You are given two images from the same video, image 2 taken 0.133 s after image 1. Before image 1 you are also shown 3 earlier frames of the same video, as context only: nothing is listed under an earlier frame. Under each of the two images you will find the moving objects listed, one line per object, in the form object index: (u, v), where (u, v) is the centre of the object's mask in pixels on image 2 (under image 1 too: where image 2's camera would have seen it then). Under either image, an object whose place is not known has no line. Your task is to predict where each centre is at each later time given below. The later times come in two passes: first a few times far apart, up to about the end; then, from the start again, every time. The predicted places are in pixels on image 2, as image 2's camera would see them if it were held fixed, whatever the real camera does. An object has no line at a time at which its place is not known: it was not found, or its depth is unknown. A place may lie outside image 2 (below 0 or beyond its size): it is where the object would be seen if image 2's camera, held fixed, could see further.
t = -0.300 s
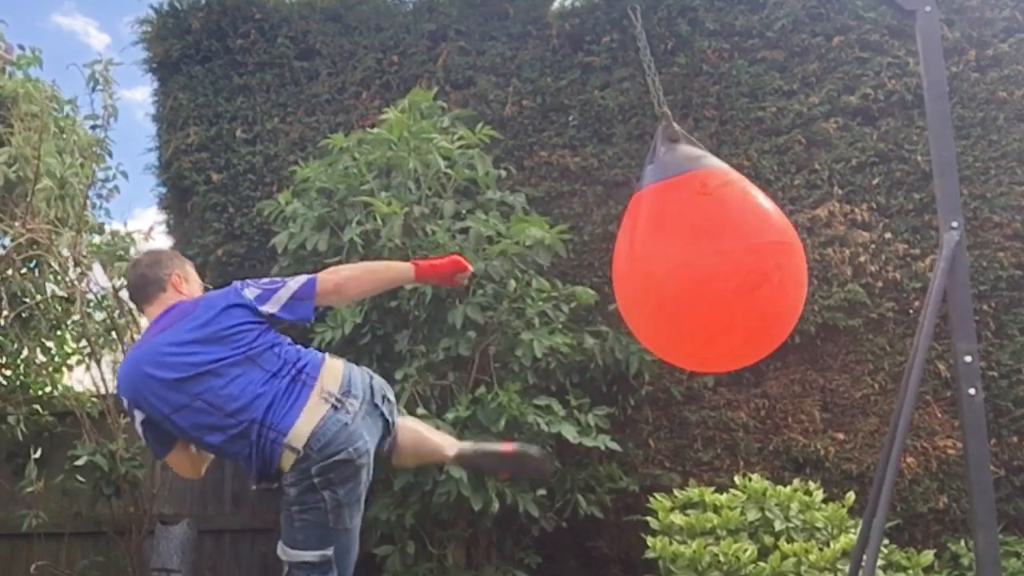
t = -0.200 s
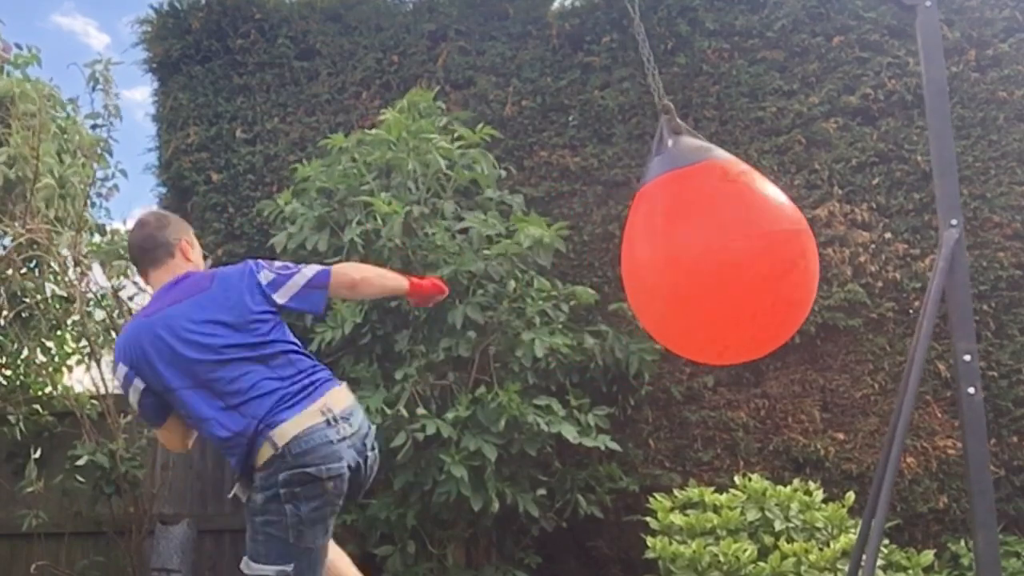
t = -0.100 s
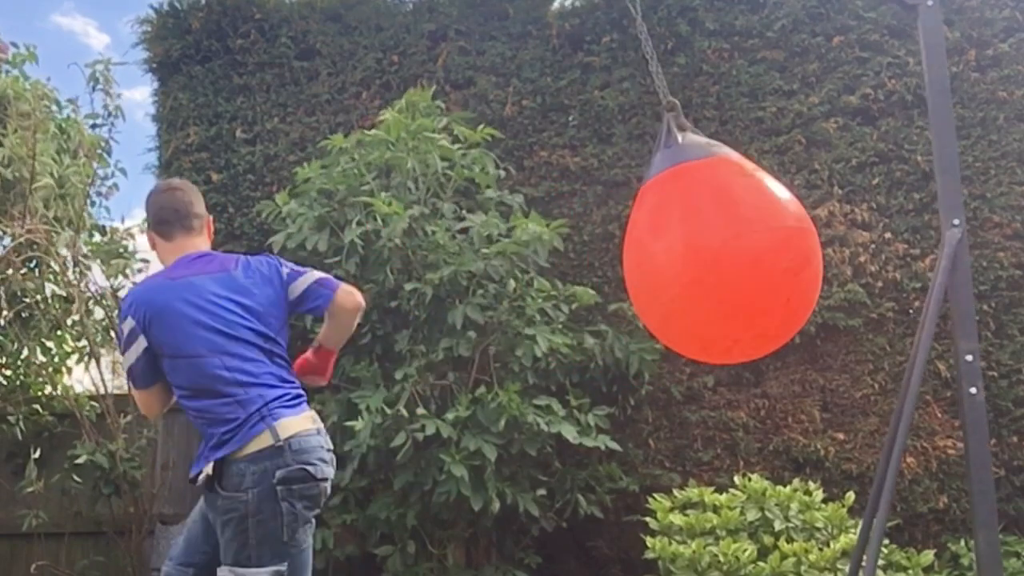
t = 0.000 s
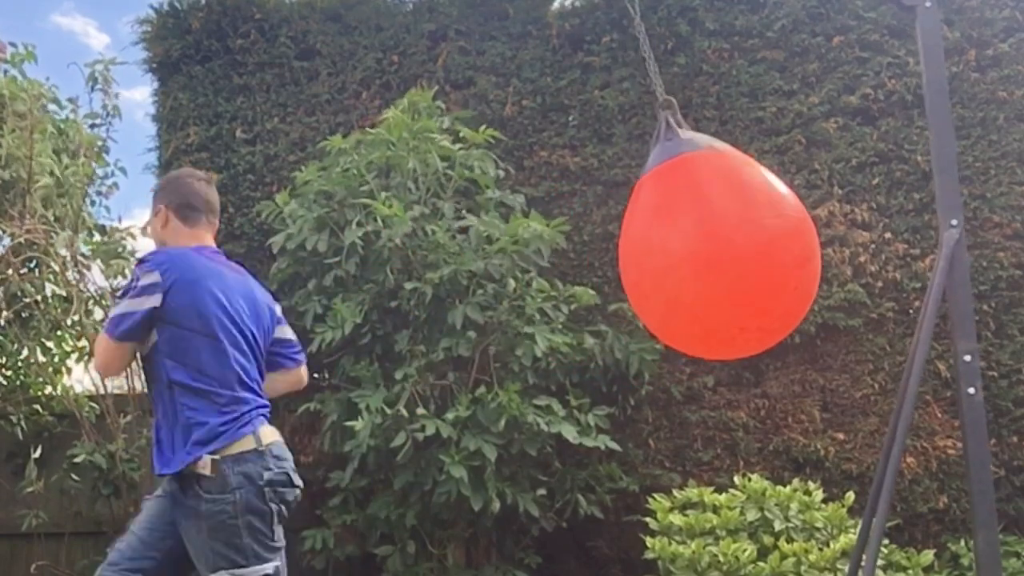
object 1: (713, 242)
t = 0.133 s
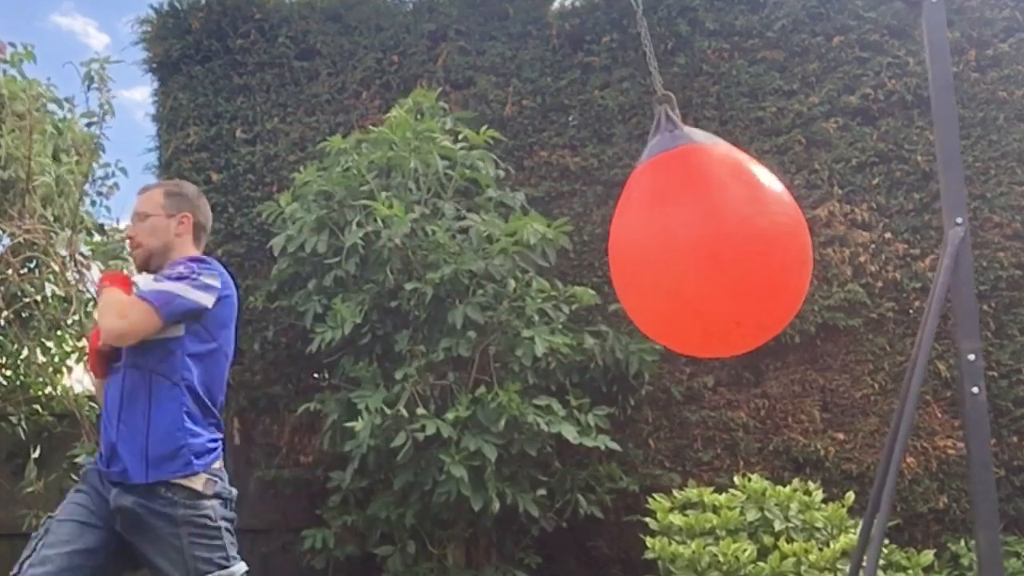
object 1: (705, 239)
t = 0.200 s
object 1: (697, 240)
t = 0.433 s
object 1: (643, 243)
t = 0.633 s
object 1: (599, 250)
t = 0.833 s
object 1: (575, 258)
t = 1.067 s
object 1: (576, 267)
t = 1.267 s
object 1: (599, 269)
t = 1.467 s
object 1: (638, 267)
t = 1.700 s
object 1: (682, 261)
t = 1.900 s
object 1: (704, 251)
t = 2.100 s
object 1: (702, 246)
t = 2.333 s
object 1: (668, 247)
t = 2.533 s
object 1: (624, 250)
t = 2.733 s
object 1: (589, 254)
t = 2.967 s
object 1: (574, 262)
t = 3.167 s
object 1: (585, 266)
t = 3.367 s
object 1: (616, 266)
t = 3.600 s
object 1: (661, 265)
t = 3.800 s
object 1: (691, 258)
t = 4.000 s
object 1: (705, 250)
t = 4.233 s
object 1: (684, 249)
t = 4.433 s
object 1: (647, 253)
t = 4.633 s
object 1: (610, 255)
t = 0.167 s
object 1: (702, 240)
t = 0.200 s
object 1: (697, 240)
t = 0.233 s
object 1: (691, 241)
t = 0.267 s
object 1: (684, 240)
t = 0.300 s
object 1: (676, 239)
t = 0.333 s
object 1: (668, 239)
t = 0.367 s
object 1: (659, 239)
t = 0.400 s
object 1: (651, 241)
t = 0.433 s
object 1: (643, 243)
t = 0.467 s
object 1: (635, 245)
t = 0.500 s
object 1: (627, 247)
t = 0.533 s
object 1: (619, 248)
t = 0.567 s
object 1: (612, 250)
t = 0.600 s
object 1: (606, 250)
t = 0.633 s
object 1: (599, 250)
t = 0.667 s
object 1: (594, 251)
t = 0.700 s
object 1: (588, 252)
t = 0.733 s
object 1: (583, 255)
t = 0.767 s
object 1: (579, 257)
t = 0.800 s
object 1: (577, 257)
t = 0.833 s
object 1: (575, 258)
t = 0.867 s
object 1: (573, 259)
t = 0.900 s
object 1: (571, 260)
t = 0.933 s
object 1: (571, 261)
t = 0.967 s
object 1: (572, 263)
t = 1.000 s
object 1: (573, 264)
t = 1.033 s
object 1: (574, 265)
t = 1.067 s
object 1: (576, 267)
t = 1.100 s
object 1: (578, 267)
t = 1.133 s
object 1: (582, 267)
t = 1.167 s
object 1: (585, 267)
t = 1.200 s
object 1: (589, 267)
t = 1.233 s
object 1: (594, 267)
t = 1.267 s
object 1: (599, 269)
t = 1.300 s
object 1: (605, 268)
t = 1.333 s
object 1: (612, 267)
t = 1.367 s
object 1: (618, 267)
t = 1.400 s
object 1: (624, 267)
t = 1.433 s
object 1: (630, 268)
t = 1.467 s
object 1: (638, 267)
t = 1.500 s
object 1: (645, 268)
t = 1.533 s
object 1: (651, 268)
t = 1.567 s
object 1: (657, 267)
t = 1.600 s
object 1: (664, 265)
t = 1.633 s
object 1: (670, 263)
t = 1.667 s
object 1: (676, 261)
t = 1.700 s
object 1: (682, 261)
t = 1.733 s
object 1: (687, 260)
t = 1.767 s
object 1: (692, 259)
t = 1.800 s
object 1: (696, 257)
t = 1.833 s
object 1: (700, 256)
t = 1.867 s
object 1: (703, 253)
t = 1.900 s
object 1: (704, 251)
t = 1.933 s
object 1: (706, 249)
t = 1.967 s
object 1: (707, 248)
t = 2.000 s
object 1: (707, 247)
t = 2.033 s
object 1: (706, 246)
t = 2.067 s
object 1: (704, 246)
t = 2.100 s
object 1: (702, 246)
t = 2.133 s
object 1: (699, 245)
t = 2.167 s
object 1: (695, 245)
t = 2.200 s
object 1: (691, 245)
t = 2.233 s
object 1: (685, 245)
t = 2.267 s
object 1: (680, 246)
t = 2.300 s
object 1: (674, 247)
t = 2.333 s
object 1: (668, 247)
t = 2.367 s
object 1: (661, 248)
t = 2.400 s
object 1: (654, 248)
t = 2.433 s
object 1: (647, 249)
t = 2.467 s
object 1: (639, 249)
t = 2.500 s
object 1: (632, 249)
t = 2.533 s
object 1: (624, 250)
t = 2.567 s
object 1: (617, 250)
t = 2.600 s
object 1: (611, 251)
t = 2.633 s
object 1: (605, 252)
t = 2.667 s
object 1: (598, 252)
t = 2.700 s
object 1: (593, 253)
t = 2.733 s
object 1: (589, 254)
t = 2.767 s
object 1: (585, 254)
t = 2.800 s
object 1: (581, 256)
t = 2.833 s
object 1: (578, 258)
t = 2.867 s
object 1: (576, 259)
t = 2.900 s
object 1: (575, 260)
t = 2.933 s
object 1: (574, 260)
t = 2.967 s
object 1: (574, 262)
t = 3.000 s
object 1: (575, 262)
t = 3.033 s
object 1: (576, 263)
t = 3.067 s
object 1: (578, 264)
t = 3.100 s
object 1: (579, 264)
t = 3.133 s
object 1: (582, 266)
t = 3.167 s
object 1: (585, 266)
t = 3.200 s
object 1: (588, 266)
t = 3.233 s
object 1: (593, 266)
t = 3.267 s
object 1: (597, 267)
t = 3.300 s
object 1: (603, 266)
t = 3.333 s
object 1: (610, 266)
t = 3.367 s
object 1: (616, 266)
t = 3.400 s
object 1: (623, 266)
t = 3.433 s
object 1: (630, 267)
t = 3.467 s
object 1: (636, 268)
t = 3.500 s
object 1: (643, 268)
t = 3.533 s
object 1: (650, 268)
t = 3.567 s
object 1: (656, 266)
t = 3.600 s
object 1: (661, 265)
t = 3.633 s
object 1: (667, 263)
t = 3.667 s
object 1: (672, 262)
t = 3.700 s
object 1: (677, 260)
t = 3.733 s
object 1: (682, 260)
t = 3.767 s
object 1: (687, 259)
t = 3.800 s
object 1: (691, 258)
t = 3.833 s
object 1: (695, 257)
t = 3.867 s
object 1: (698, 255)
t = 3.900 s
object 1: (701, 253)
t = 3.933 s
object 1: (703, 252)
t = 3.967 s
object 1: (704, 251)
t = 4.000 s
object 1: (705, 250)
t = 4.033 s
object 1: (704, 250)
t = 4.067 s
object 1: (703, 250)
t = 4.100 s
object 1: (701, 250)
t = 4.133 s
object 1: (698, 250)
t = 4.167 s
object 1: (694, 250)
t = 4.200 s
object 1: (689, 250)
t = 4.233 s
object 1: (684, 249)
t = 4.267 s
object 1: (678, 250)
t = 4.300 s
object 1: (672, 250)
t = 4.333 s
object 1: (665, 251)
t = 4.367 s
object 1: (659, 252)
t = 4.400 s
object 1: (653, 252)
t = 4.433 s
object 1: (647, 253)
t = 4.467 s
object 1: (641, 253)
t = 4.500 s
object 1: (634, 254)
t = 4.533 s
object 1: (627, 254)
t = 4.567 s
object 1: (622, 255)
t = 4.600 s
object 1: (616, 255)
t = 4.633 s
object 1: (610, 255)
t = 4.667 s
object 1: (604, 256)
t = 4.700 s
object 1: (599, 256)
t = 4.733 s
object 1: (594, 257)
